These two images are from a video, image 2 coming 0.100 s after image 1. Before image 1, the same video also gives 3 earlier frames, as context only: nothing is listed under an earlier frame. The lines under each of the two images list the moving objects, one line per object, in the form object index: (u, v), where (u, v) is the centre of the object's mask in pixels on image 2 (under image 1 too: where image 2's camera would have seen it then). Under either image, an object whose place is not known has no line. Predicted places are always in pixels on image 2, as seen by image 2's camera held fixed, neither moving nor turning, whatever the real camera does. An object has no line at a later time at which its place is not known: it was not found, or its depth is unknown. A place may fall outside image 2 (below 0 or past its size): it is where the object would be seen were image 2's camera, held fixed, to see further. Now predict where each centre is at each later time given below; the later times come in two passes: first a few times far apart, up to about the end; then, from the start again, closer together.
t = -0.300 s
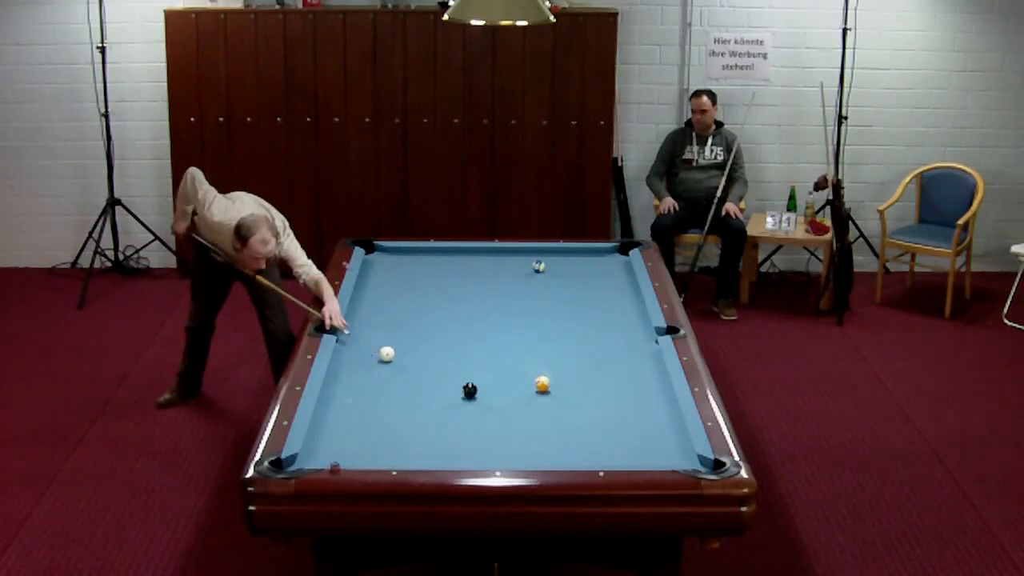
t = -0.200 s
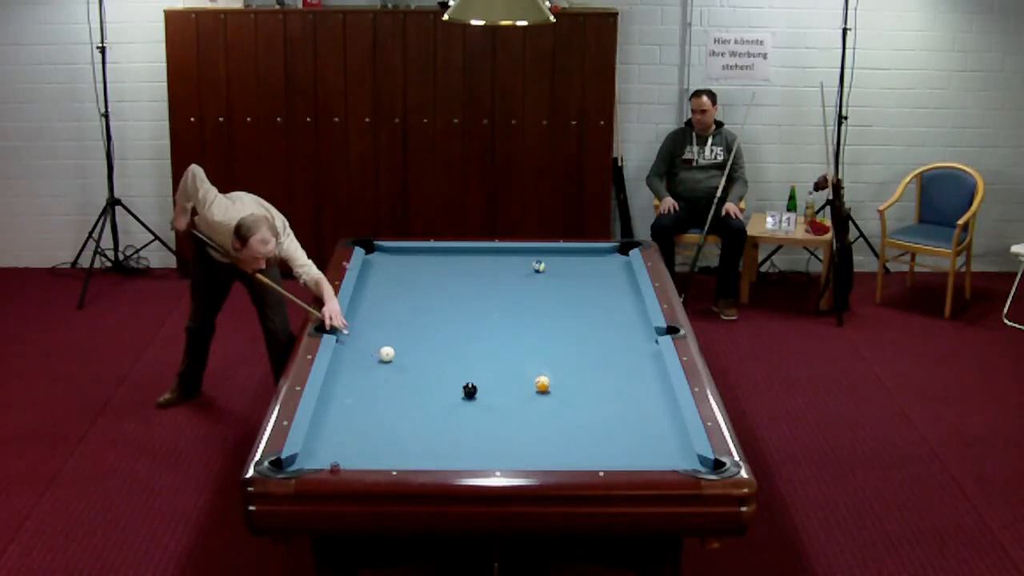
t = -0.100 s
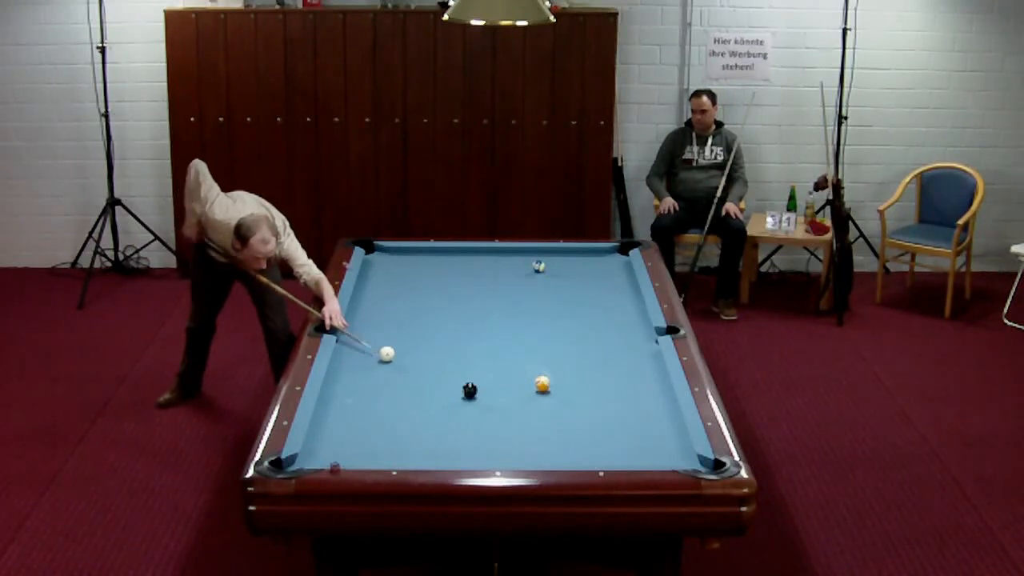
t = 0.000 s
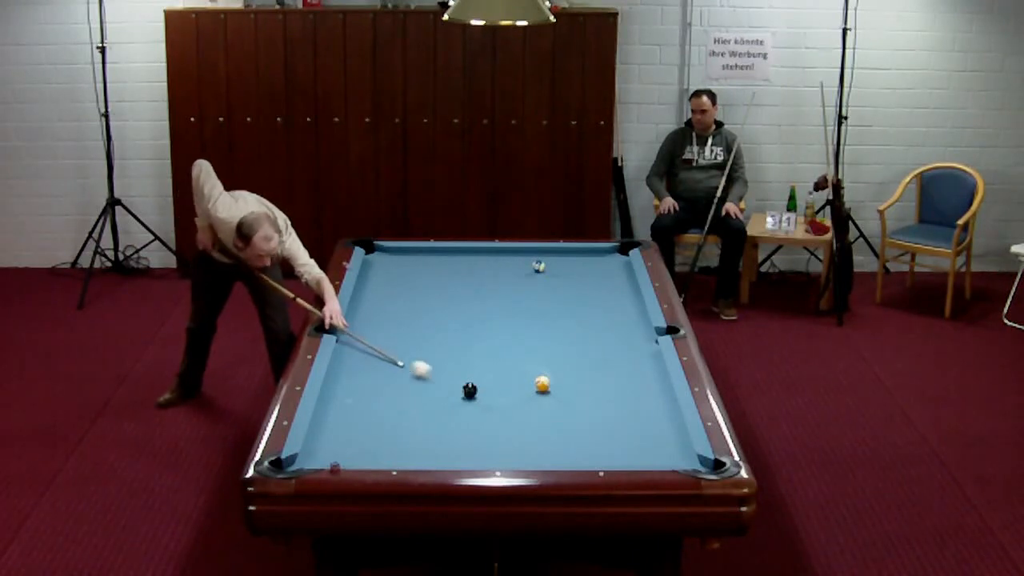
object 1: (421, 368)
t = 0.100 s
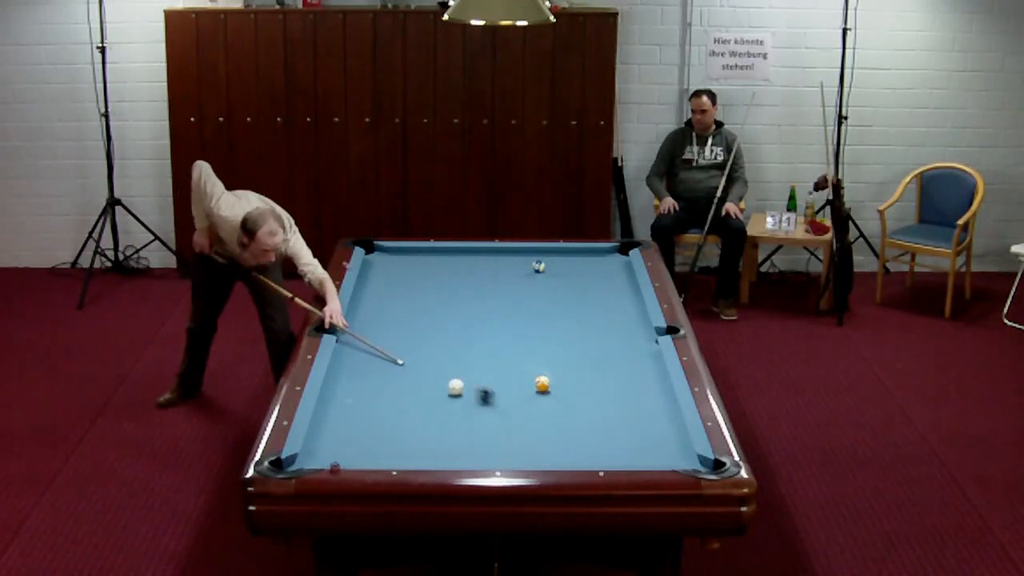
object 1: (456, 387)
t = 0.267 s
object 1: (438, 389)
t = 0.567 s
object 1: (401, 385)
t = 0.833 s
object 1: (369, 382)
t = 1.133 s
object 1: (336, 379)
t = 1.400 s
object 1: (345, 376)
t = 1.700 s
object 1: (363, 373)
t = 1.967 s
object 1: (377, 372)
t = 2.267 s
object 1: (391, 370)
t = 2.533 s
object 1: (402, 368)
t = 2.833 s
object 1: (412, 366)
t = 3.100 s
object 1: (420, 365)
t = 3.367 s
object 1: (426, 365)
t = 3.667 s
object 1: (432, 364)
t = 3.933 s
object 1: (435, 364)
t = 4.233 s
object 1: (436, 364)
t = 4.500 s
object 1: (436, 364)
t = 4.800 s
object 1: (436, 364)
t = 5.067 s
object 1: (436, 364)
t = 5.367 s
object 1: (436, 364)
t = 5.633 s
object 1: (436, 364)
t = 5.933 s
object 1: (436, 364)
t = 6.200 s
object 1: (436, 364)
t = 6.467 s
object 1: (436, 364)
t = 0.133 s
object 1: (453, 388)
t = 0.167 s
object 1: (449, 389)
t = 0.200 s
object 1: (446, 389)
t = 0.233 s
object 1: (442, 389)
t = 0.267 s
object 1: (438, 389)
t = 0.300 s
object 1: (434, 389)
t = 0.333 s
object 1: (430, 388)
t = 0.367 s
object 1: (425, 388)
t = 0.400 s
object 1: (421, 387)
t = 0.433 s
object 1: (417, 387)
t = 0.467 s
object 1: (413, 386)
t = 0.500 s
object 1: (409, 386)
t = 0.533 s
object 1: (405, 386)
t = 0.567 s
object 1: (401, 385)
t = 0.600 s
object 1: (397, 385)
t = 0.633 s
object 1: (393, 384)
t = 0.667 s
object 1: (389, 384)
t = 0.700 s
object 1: (385, 383)
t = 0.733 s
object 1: (381, 383)
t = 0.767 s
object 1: (377, 383)
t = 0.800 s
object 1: (373, 382)
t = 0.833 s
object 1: (369, 382)
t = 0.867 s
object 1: (365, 381)
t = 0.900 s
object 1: (362, 381)
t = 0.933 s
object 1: (358, 381)
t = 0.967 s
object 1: (354, 380)
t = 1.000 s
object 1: (351, 380)
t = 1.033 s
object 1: (347, 379)
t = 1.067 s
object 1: (344, 379)
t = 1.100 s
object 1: (340, 379)
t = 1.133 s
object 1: (336, 379)
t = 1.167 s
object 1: (333, 378)
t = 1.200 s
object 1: (333, 378)
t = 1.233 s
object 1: (334, 377)
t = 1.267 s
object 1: (336, 377)
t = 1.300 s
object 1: (339, 377)
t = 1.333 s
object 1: (341, 376)
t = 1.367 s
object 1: (343, 376)
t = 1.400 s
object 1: (345, 376)
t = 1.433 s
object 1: (347, 375)
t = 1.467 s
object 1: (349, 375)
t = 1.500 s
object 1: (351, 375)
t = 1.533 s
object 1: (353, 374)
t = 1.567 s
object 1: (355, 374)
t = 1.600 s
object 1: (357, 374)
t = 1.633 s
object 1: (359, 374)
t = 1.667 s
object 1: (361, 374)
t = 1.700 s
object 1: (363, 373)
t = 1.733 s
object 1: (365, 373)
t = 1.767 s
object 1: (366, 373)
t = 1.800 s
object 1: (368, 373)
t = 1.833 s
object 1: (370, 372)
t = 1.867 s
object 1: (372, 372)
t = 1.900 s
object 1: (374, 372)
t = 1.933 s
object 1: (375, 372)
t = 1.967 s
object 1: (377, 372)
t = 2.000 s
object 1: (378, 372)
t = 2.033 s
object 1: (380, 371)
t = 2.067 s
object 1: (382, 371)
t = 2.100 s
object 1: (383, 371)
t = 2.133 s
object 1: (384, 371)
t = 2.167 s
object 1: (386, 370)
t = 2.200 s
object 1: (388, 370)
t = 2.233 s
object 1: (389, 370)
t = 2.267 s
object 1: (391, 370)
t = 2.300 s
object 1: (392, 370)
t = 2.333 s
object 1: (394, 369)
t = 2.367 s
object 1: (395, 369)
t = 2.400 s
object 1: (396, 369)
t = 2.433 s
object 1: (398, 369)
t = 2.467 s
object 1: (399, 368)
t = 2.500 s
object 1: (400, 368)
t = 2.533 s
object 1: (402, 368)
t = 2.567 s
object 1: (403, 368)
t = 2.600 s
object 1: (404, 367)
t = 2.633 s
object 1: (405, 367)
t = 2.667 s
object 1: (406, 367)
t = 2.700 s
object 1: (407, 367)
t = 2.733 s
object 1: (409, 367)
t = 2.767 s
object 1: (410, 367)
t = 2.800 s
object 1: (411, 367)
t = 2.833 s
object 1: (412, 366)
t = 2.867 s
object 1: (413, 366)
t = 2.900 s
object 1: (414, 366)
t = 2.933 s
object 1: (415, 366)
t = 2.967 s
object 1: (416, 366)
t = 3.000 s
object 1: (417, 366)
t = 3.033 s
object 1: (418, 366)
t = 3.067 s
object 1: (419, 366)
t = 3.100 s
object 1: (420, 365)
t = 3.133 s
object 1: (421, 365)
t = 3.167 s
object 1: (421, 365)
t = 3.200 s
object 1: (422, 365)
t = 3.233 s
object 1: (423, 365)
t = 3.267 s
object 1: (424, 365)
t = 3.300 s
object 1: (424, 365)
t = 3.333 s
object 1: (426, 365)
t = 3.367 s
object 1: (426, 365)
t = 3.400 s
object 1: (427, 365)
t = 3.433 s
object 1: (427, 365)
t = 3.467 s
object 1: (428, 365)
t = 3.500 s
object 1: (429, 365)
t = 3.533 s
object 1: (429, 365)
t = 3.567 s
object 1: (430, 365)
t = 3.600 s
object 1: (430, 364)
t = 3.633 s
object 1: (431, 364)
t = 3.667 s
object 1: (432, 364)
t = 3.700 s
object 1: (432, 364)
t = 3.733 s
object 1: (433, 365)
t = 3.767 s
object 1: (433, 364)
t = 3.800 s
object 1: (433, 364)
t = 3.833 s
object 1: (434, 364)
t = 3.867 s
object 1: (434, 364)
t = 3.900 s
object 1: (435, 364)
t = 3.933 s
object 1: (435, 364)
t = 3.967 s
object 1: (435, 364)
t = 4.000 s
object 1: (436, 364)
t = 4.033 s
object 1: (436, 364)
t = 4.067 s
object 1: (436, 364)
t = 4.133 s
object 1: (436, 364)
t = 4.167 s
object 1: (436, 364)
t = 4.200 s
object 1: (436, 364)
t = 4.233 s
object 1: (436, 364)
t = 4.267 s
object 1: (436, 364)
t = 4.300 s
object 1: (436, 364)
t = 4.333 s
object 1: (436, 364)
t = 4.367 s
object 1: (436, 364)
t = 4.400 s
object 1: (436, 364)
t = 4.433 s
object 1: (436, 364)
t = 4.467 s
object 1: (436, 364)
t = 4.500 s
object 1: (436, 364)
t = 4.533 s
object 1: (436, 364)
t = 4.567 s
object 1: (436, 364)
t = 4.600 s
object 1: (436, 364)
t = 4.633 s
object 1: (436, 364)
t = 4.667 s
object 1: (436, 364)
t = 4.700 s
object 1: (436, 364)
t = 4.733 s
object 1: (436, 364)
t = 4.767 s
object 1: (436, 364)
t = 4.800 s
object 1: (436, 364)
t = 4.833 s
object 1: (436, 364)
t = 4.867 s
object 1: (436, 364)
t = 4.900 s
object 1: (436, 364)
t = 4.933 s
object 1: (436, 364)
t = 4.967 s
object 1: (436, 364)
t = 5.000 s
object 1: (436, 364)
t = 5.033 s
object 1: (436, 364)
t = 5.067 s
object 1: (436, 364)
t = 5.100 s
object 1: (436, 364)
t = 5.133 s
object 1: (436, 364)
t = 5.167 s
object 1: (436, 364)
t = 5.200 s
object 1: (436, 364)
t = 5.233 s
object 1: (436, 364)
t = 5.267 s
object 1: (436, 364)
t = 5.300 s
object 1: (436, 364)
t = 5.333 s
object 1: (436, 364)
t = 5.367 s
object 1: (436, 364)
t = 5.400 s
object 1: (436, 364)
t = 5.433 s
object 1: (436, 364)
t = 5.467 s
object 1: (436, 364)
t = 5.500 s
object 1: (436, 364)
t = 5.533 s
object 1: (436, 364)
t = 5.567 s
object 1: (436, 364)
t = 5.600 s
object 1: (436, 364)
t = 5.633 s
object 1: (436, 364)
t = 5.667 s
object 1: (436, 364)
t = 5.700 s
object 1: (436, 364)
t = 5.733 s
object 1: (436, 364)
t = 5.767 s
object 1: (436, 364)
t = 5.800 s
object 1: (436, 364)
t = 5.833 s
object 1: (436, 364)
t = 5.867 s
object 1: (436, 364)
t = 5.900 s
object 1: (436, 364)
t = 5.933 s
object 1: (436, 364)
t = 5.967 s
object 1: (436, 364)
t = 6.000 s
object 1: (436, 364)
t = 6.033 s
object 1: (436, 364)
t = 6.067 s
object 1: (436, 364)
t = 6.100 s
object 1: (436, 364)
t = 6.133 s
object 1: (436, 364)
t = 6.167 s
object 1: (436, 364)
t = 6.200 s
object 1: (436, 364)
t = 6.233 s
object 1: (436, 364)
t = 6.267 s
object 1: (436, 364)
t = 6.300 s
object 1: (436, 364)
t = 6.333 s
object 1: (436, 364)
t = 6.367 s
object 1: (436, 364)
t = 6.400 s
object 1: (436, 364)
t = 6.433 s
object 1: (436, 364)
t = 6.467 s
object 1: (436, 364)
